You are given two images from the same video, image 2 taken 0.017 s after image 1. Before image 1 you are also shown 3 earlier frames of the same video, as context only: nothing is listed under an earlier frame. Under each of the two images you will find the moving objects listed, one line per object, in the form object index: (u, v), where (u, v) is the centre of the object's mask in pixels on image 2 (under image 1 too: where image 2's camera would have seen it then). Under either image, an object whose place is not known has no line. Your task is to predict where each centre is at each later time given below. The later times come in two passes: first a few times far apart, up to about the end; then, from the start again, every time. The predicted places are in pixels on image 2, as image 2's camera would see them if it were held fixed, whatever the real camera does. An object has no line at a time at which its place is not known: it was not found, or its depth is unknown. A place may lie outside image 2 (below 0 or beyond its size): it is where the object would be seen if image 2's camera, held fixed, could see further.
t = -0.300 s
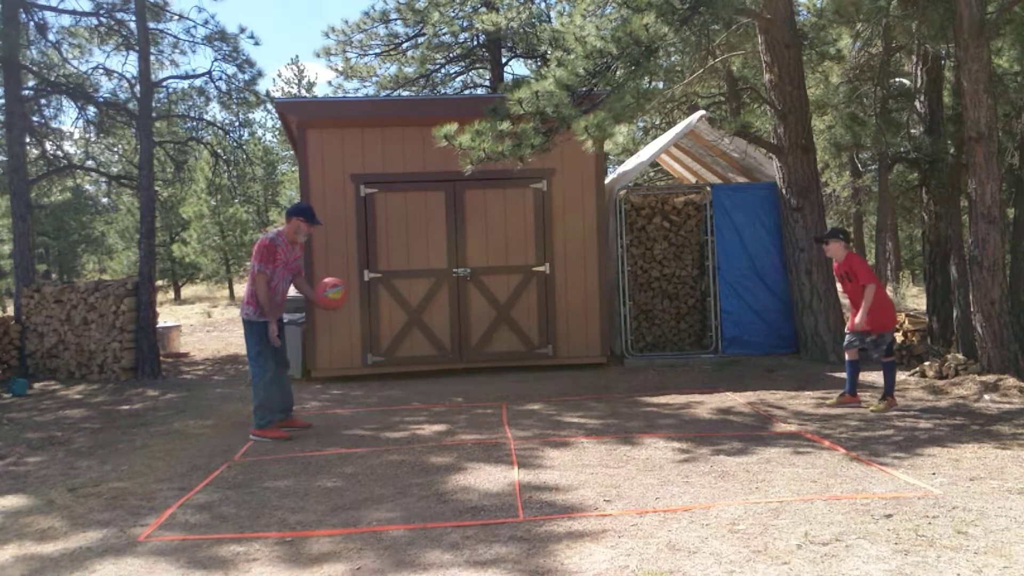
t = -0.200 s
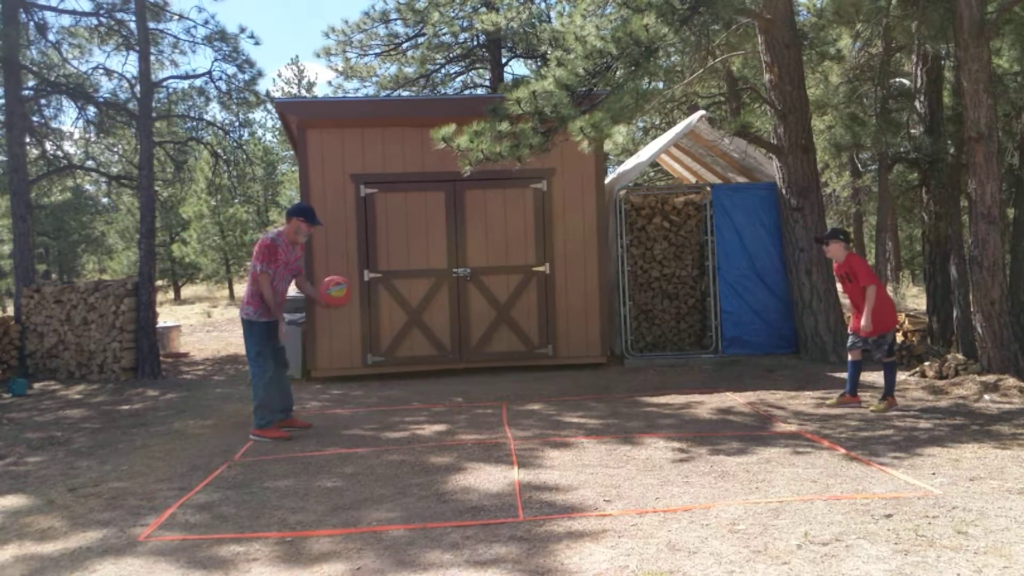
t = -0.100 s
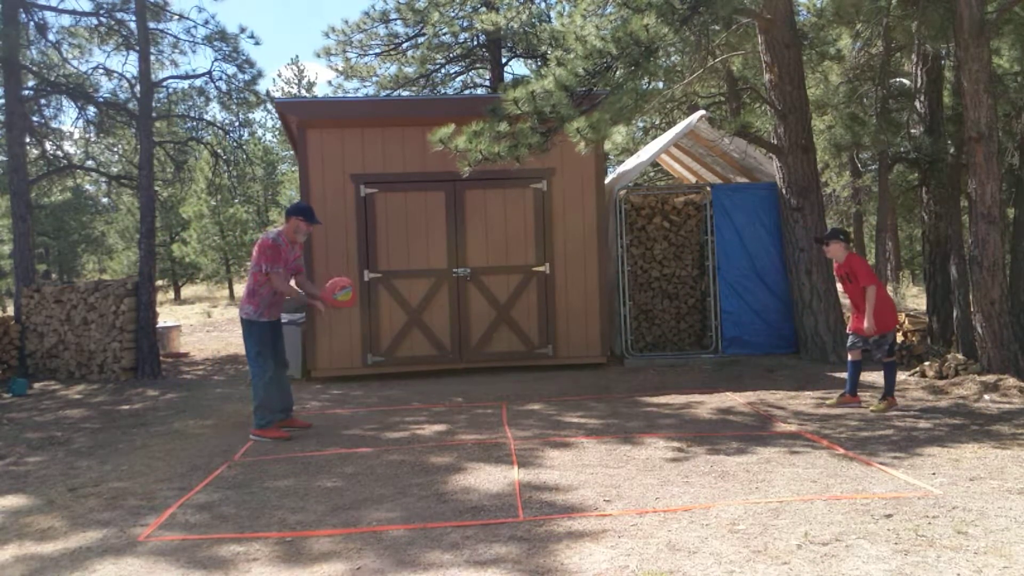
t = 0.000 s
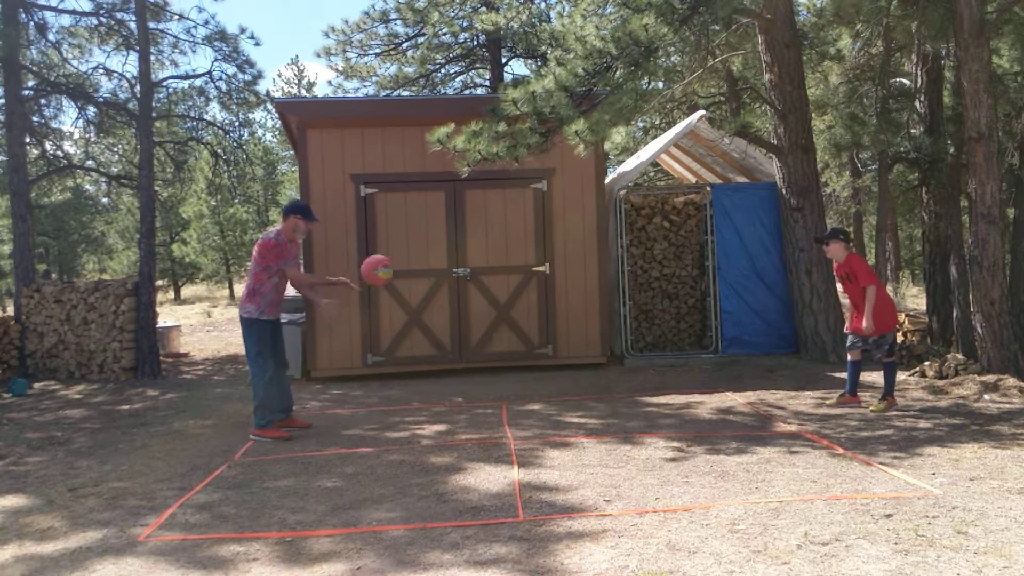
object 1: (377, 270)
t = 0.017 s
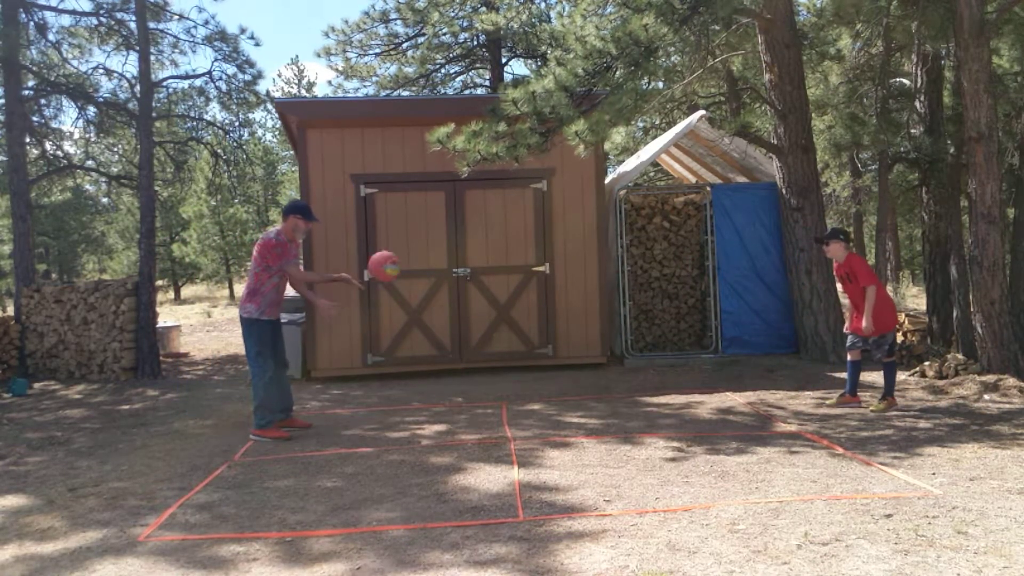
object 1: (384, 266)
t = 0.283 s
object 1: (496, 254)
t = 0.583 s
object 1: (617, 348)
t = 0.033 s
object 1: (391, 263)
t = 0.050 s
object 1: (398, 260)
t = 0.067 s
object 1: (405, 257)
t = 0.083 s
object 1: (412, 254)
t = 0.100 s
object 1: (420, 253)
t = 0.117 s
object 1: (427, 251)
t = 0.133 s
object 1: (434, 250)
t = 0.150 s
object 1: (441, 249)
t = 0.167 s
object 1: (448, 249)
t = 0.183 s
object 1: (455, 248)
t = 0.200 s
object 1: (462, 248)
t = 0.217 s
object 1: (467, 249)
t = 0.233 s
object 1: (474, 250)
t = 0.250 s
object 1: (481, 251)
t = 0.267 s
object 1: (488, 252)
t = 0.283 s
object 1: (496, 254)
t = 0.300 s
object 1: (502, 257)
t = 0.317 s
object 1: (510, 260)
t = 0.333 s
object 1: (516, 262)
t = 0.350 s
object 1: (523, 266)
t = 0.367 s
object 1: (530, 270)
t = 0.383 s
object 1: (537, 274)
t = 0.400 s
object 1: (543, 278)
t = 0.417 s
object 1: (549, 283)
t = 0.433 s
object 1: (556, 288)
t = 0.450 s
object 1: (562, 293)
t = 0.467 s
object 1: (570, 298)
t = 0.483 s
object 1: (577, 304)
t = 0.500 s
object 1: (583, 309)
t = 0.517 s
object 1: (590, 316)
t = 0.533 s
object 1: (597, 324)
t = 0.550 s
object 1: (604, 332)
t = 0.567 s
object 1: (610, 340)
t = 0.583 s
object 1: (617, 348)
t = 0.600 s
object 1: (624, 356)
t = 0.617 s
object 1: (630, 363)
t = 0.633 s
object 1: (637, 372)
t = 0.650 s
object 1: (643, 380)
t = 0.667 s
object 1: (650, 392)
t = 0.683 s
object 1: (656, 399)
